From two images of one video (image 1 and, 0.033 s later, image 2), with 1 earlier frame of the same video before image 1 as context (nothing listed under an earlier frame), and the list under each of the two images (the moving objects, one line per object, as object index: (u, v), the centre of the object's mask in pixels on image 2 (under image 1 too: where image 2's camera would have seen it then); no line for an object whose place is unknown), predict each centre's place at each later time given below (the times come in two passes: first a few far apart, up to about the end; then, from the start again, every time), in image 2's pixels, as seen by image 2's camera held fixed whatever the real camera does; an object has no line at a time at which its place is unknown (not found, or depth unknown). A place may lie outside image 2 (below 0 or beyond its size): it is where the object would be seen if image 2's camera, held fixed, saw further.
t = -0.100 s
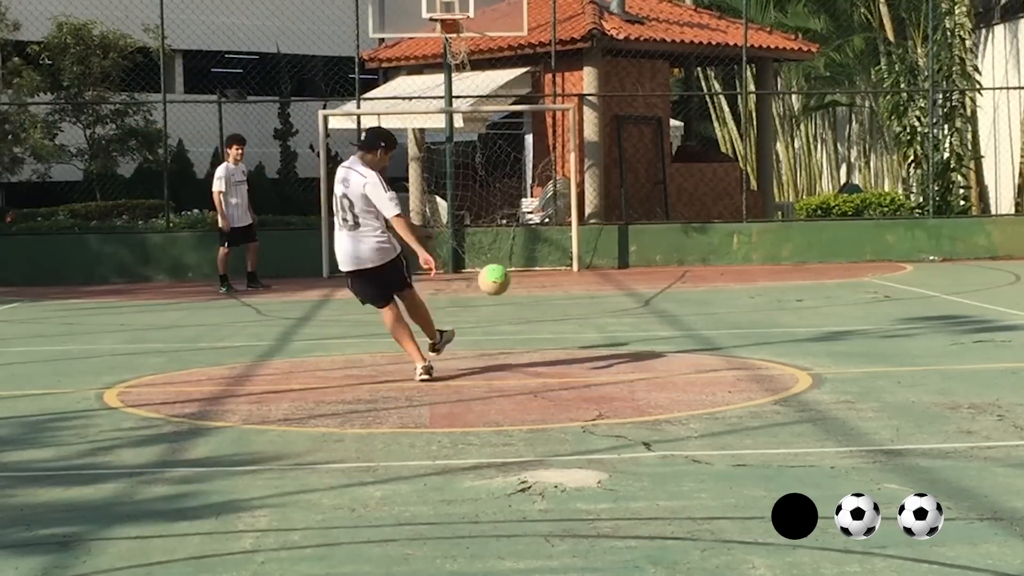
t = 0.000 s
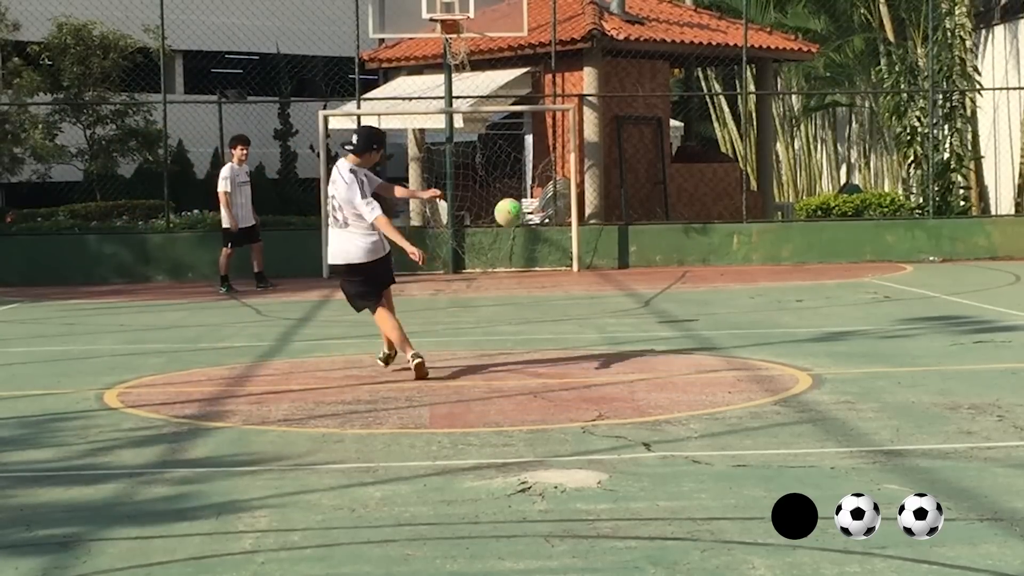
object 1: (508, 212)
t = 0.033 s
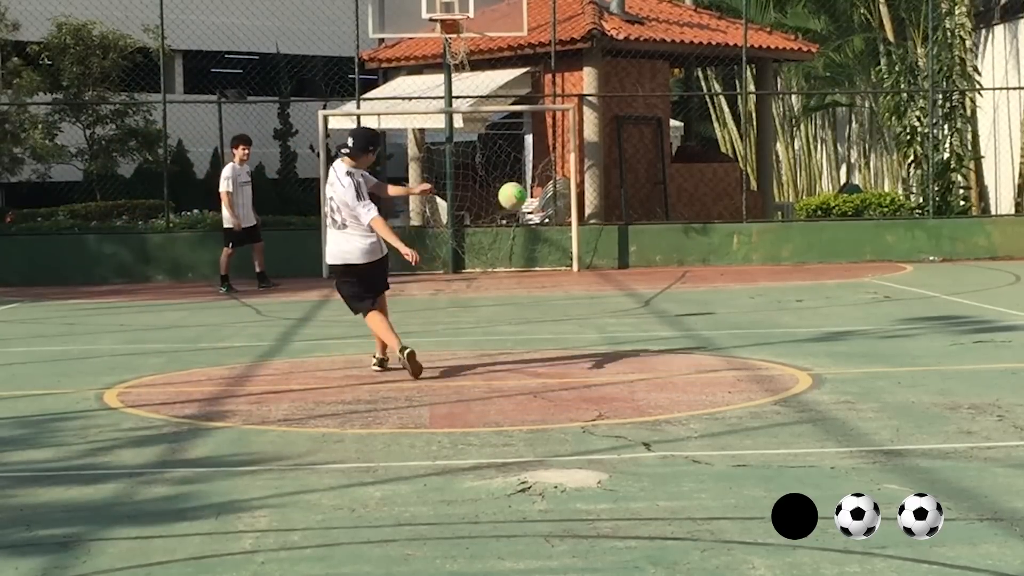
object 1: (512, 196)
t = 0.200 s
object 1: (524, 148)
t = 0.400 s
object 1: (530, 141)
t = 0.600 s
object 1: (530, 169)
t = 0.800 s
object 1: (513, 186)
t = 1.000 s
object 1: (490, 225)
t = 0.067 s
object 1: (515, 182)
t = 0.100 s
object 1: (518, 170)
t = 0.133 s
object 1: (521, 161)
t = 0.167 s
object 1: (523, 153)
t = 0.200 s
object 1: (524, 148)
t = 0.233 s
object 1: (526, 143)
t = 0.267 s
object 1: (527, 140)
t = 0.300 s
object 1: (528, 139)
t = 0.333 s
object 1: (529, 139)
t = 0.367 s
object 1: (529, 139)
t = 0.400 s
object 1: (530, 141)
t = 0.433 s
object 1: (530, 144)
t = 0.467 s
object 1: (530, 146)
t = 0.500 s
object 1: (531, 151)
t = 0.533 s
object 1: (530, 156)
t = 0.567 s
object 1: (530, 162)
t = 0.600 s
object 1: (530, 169)
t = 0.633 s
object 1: (530, 175)
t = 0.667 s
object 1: (528, 176)
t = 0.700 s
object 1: (525, 178)
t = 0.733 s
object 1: (521, 179)
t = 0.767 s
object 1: (517, 182)
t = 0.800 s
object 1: (513, 186)
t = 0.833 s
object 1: (510, 190)
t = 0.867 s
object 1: (506, 196)
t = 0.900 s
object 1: (502, 201)
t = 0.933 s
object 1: (499, 209)
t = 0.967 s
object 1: (495, 217)
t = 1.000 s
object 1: (490, 225)
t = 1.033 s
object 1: (486, 236)
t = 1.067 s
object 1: (482, 247)
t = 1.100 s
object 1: (479, 259)
